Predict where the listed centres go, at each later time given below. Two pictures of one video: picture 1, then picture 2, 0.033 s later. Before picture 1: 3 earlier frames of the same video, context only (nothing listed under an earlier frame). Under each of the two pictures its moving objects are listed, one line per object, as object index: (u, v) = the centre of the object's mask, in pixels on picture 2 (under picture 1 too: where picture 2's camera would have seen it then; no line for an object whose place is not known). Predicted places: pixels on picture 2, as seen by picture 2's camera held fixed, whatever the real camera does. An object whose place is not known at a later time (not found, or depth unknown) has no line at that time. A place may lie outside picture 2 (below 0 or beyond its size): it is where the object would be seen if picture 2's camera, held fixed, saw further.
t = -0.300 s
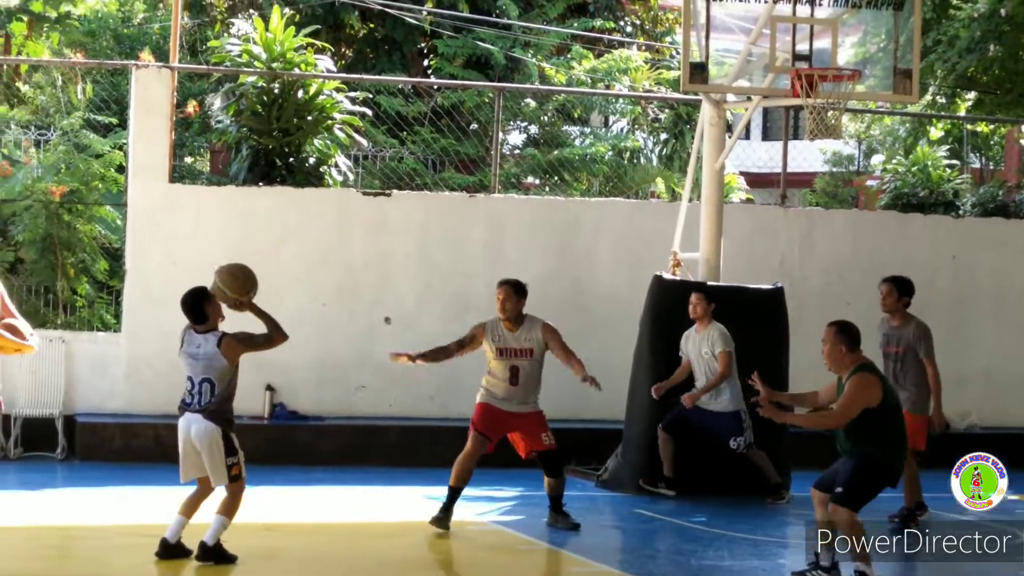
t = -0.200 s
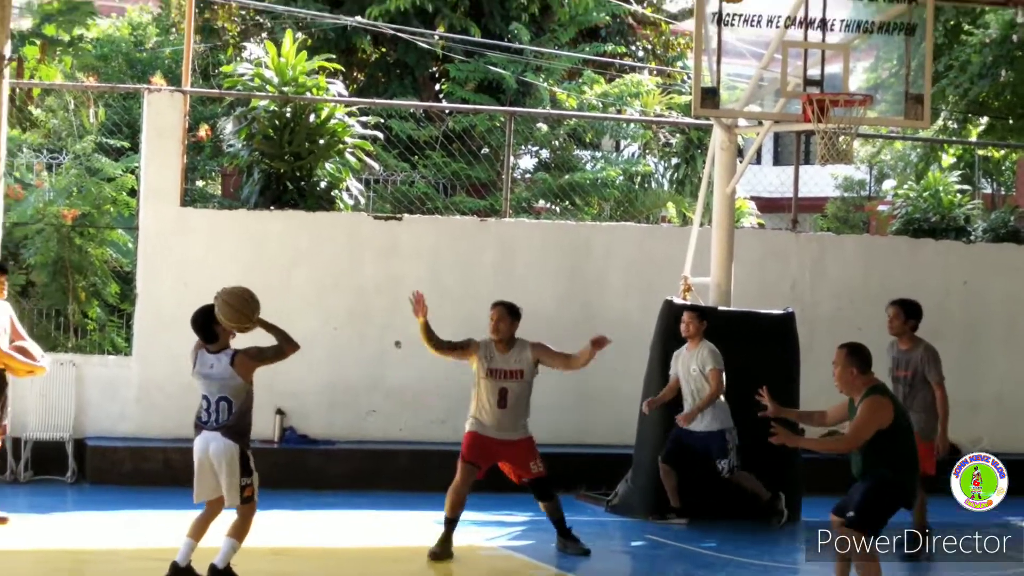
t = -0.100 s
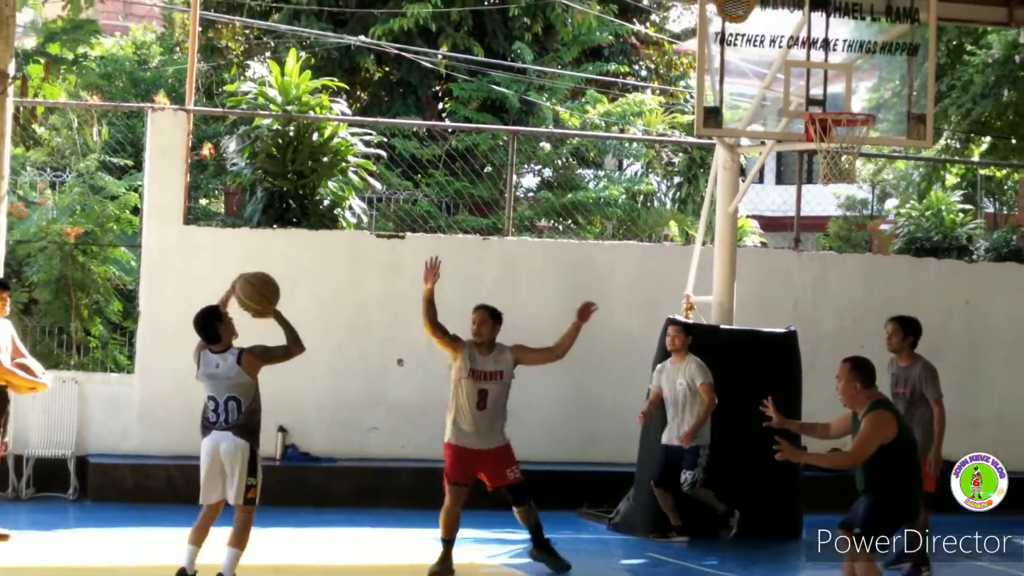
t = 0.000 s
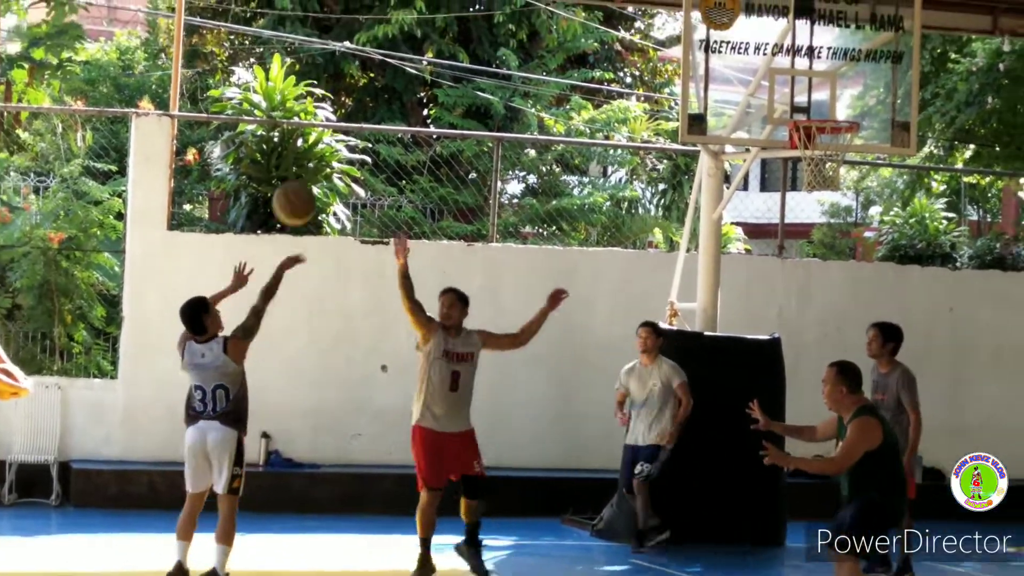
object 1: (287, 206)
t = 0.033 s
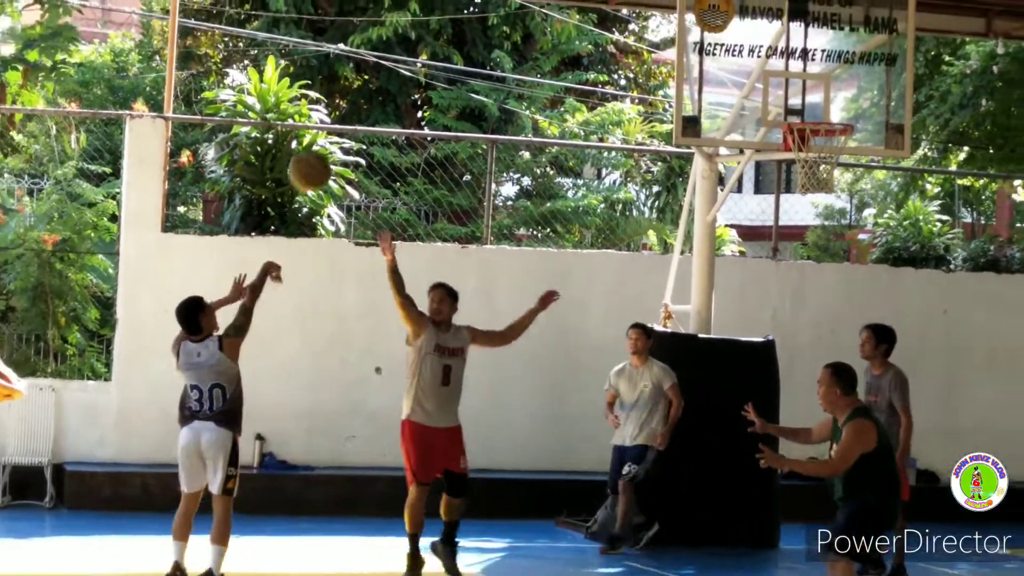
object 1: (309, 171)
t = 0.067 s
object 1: (332, 139)
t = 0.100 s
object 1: (352, 110)
